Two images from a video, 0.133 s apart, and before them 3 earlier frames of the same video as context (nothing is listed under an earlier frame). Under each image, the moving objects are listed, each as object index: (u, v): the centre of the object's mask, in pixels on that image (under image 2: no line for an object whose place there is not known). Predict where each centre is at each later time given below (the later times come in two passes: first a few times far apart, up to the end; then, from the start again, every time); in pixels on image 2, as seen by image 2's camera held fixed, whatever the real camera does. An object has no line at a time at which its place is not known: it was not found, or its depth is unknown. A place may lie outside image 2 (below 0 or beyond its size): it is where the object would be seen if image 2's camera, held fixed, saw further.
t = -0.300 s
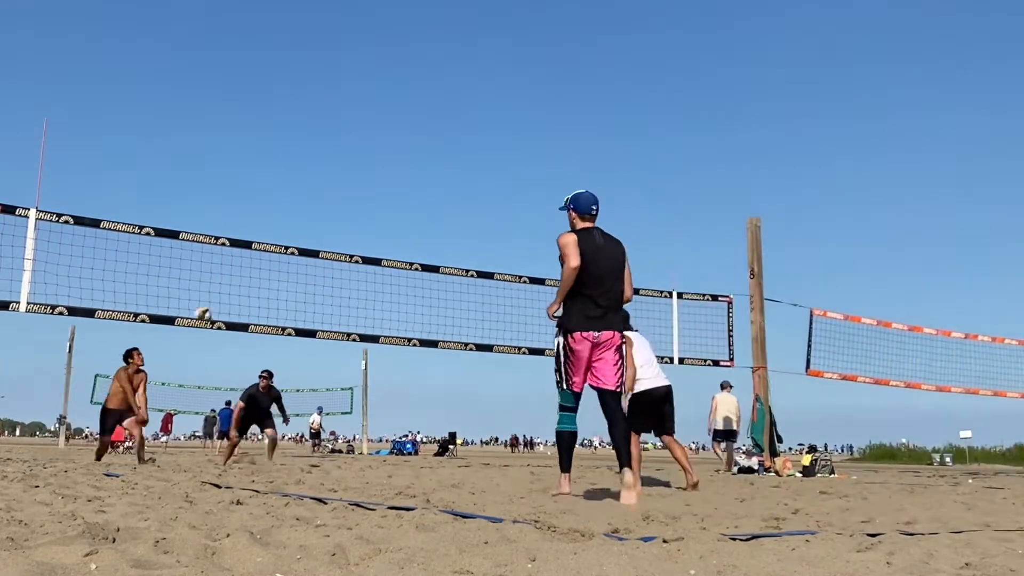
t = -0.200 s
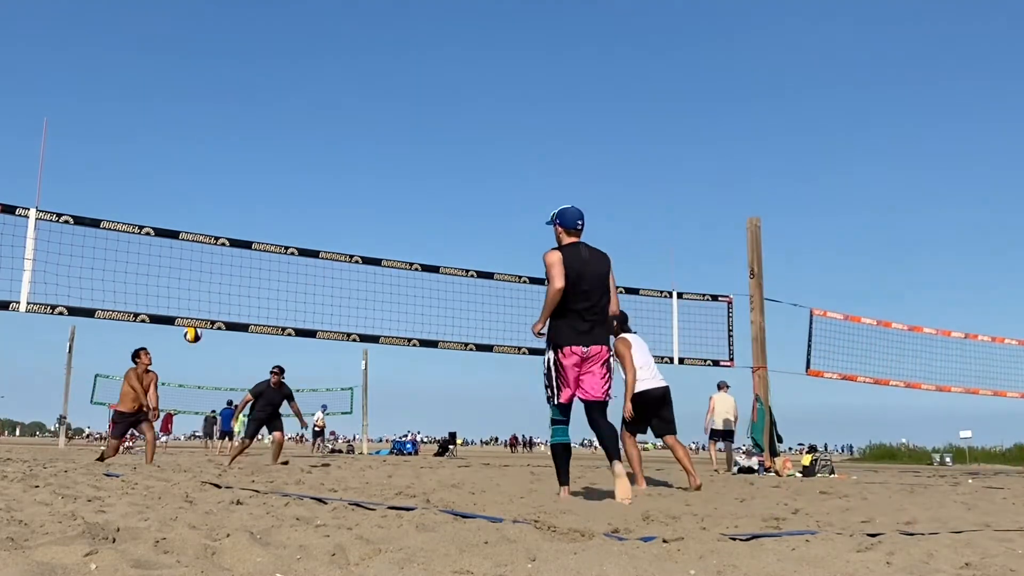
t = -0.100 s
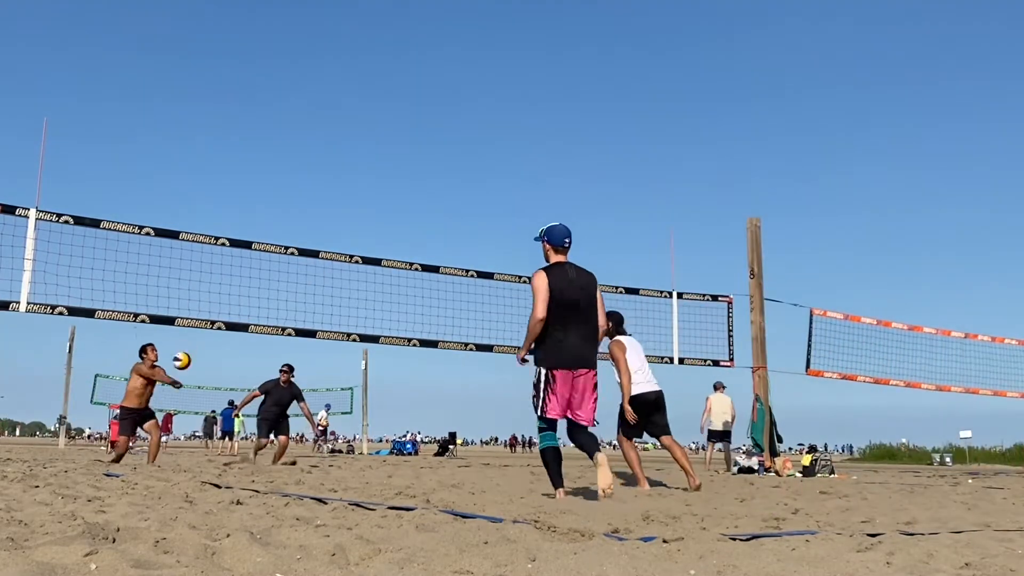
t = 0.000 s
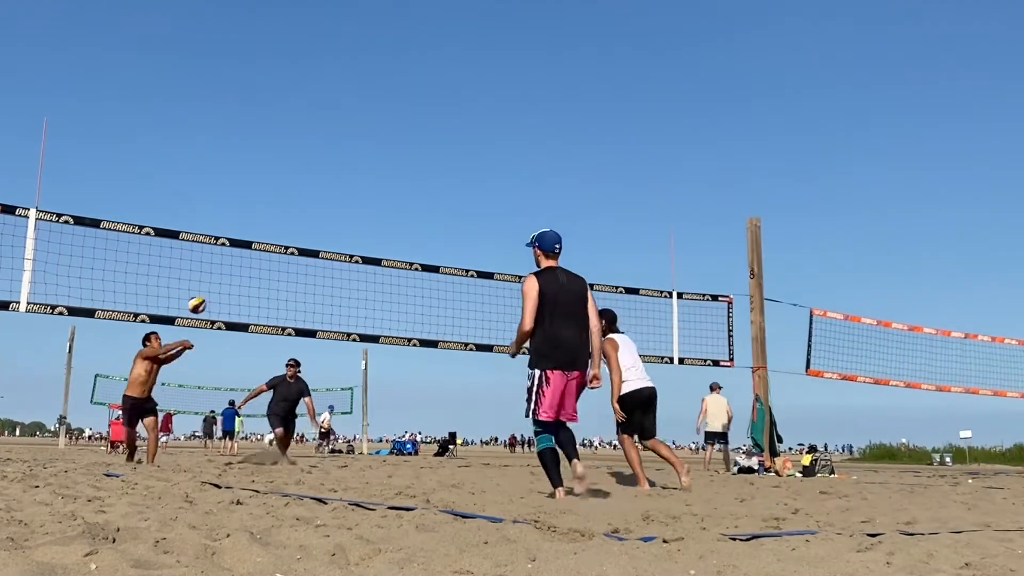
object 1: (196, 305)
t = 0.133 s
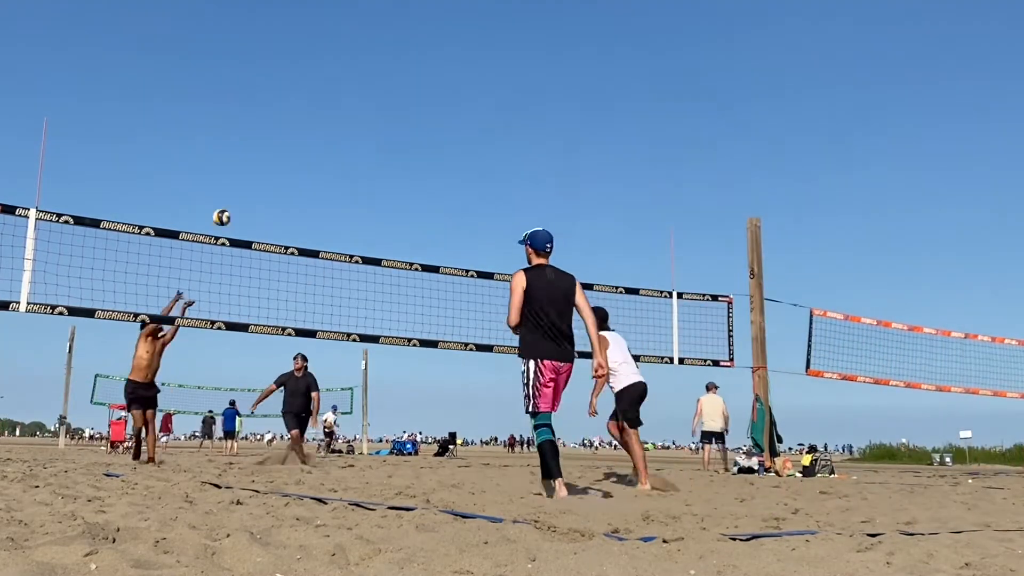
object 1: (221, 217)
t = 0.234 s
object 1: (238, 164)
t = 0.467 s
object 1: (273, 77)
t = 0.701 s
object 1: (304, 35)
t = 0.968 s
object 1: (334, 35)
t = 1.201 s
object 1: (358, 77)
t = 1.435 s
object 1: (377, 155)
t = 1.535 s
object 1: (385, 199)
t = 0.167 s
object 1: (227, 199)
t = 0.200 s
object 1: (232, 181)
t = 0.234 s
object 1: (238, 164)
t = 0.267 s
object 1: (243, 149)
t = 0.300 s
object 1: (248, 135)
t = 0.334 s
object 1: (254, 121)
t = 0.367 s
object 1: (259, 109)
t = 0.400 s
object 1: (264, 98)
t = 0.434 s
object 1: (269, 87)
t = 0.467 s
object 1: (273, 77)
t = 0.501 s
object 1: (278, 69)
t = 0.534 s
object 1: (283, 61)
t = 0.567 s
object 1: (287, 54)
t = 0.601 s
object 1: (292, 47)
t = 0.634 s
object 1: (296, 42)
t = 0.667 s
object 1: (299, 38)
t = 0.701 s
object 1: (304, 35)
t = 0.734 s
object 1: (308, 32)
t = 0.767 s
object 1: (312, 30)
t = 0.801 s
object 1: (316, 29)
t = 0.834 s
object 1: (319, 29)
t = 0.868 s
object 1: (323, 29)
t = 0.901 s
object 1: (327, 30)
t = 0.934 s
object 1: (331, 32)
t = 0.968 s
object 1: (334, 35)
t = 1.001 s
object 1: (338, 39)
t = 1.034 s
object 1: (341, 44)
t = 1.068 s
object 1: (345, 49)
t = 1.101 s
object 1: (348, 55)
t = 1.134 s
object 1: (351, 61)
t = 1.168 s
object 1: (354, 69)
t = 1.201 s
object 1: (358, 77)
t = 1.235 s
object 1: (361, 86)
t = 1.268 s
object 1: (364, 95)
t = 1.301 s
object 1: (367, 106)
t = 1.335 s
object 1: (369, 117)
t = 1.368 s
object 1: (372, 129)
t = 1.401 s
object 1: (375, 141)
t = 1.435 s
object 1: (377, 155)
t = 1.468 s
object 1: (380, 169)
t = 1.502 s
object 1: (383, 183)
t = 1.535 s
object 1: (385, 199)
